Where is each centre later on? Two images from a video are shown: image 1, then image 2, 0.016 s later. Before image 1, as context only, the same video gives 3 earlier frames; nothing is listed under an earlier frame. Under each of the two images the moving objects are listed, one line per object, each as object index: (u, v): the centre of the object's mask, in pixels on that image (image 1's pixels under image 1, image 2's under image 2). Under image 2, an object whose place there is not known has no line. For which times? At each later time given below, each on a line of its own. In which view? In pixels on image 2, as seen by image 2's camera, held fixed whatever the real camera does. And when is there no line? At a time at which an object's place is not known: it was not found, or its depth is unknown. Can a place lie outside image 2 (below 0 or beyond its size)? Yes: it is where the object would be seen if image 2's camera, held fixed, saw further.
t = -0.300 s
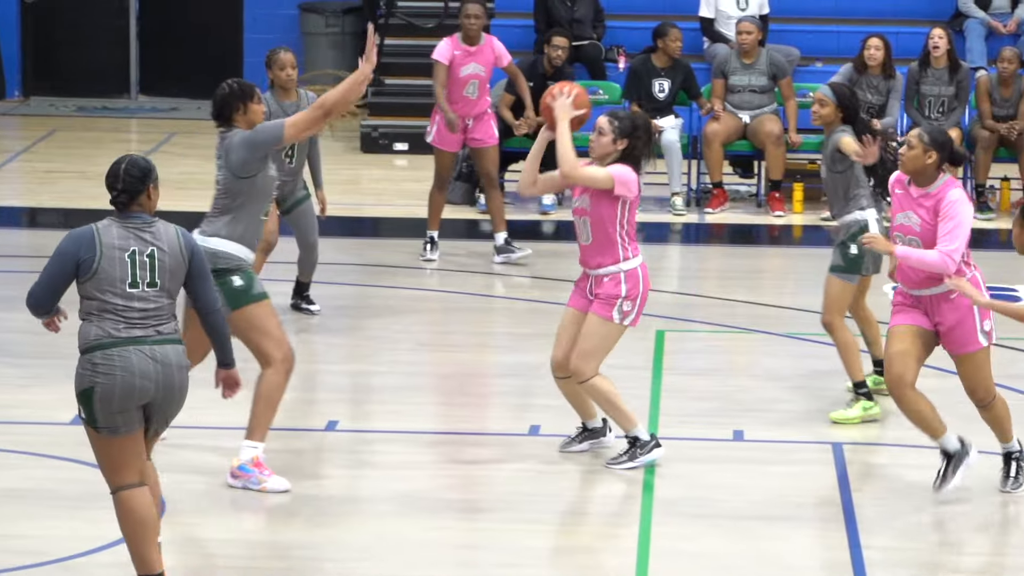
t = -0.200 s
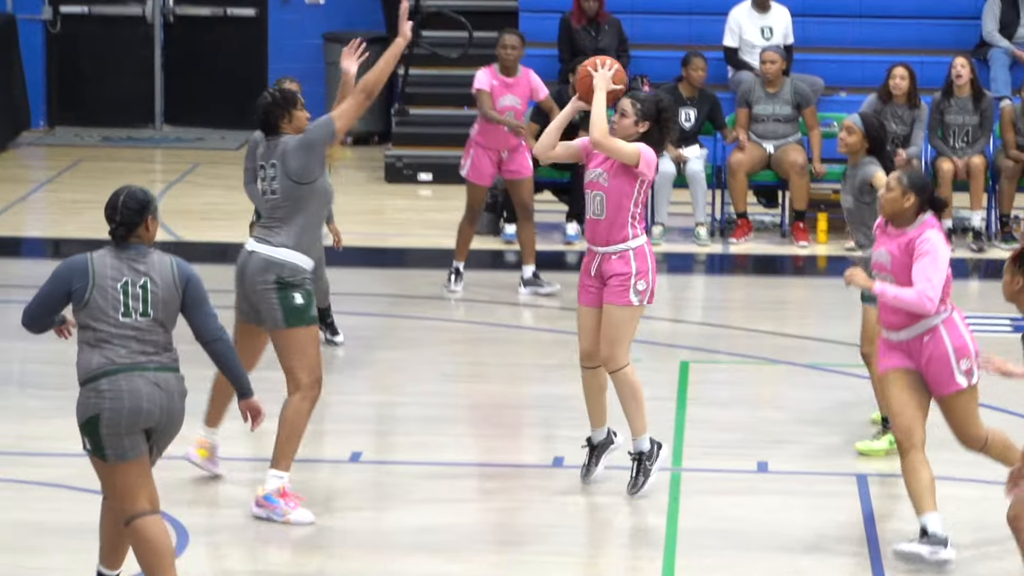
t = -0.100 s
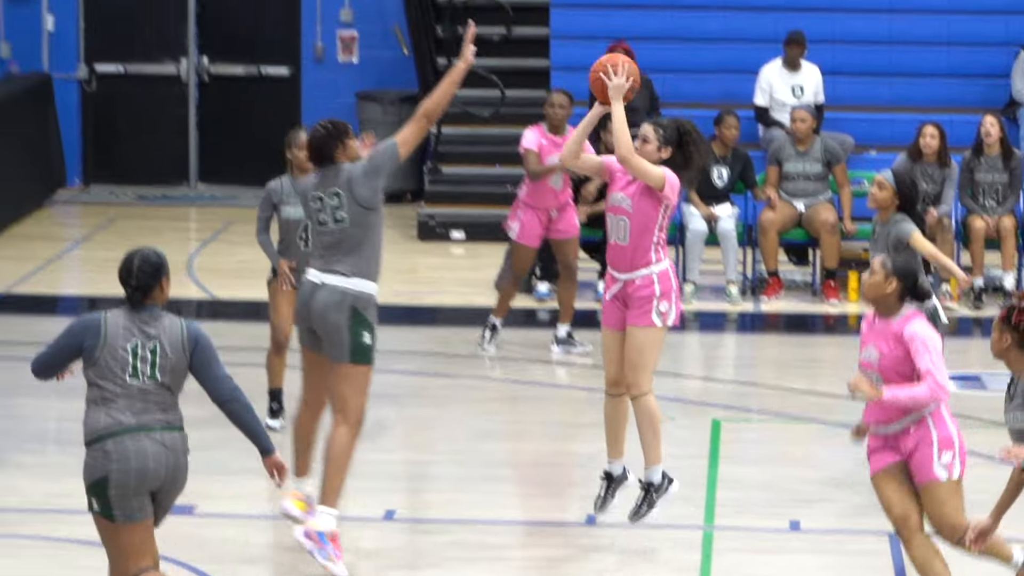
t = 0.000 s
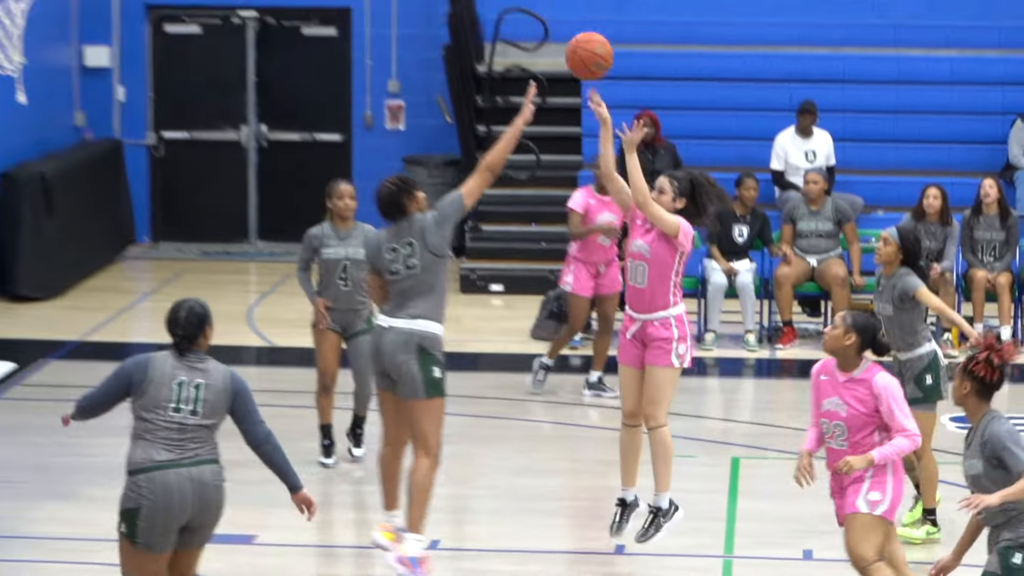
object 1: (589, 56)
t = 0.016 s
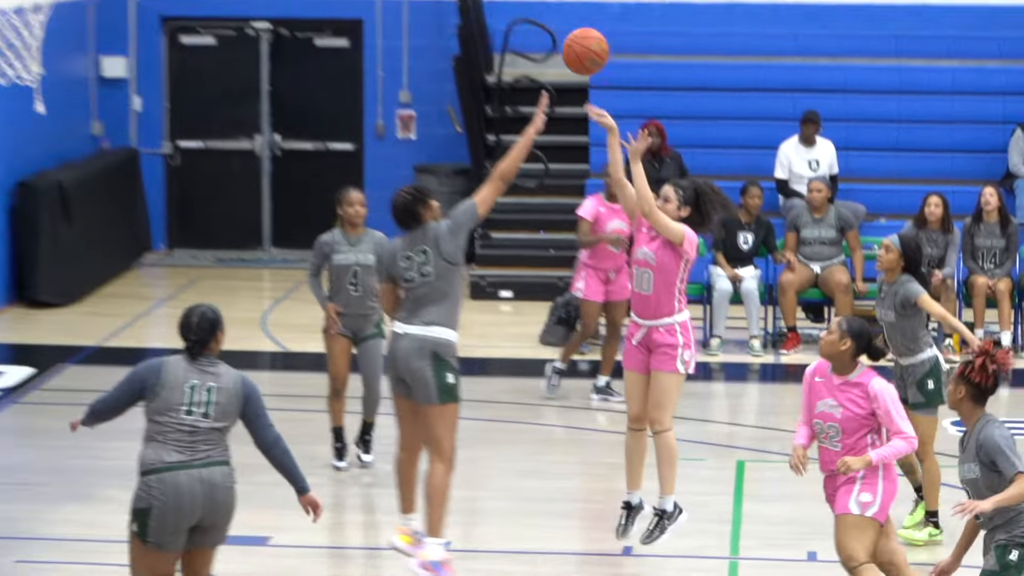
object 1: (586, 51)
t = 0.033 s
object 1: (573, 34)
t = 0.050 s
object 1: (563, 18)
